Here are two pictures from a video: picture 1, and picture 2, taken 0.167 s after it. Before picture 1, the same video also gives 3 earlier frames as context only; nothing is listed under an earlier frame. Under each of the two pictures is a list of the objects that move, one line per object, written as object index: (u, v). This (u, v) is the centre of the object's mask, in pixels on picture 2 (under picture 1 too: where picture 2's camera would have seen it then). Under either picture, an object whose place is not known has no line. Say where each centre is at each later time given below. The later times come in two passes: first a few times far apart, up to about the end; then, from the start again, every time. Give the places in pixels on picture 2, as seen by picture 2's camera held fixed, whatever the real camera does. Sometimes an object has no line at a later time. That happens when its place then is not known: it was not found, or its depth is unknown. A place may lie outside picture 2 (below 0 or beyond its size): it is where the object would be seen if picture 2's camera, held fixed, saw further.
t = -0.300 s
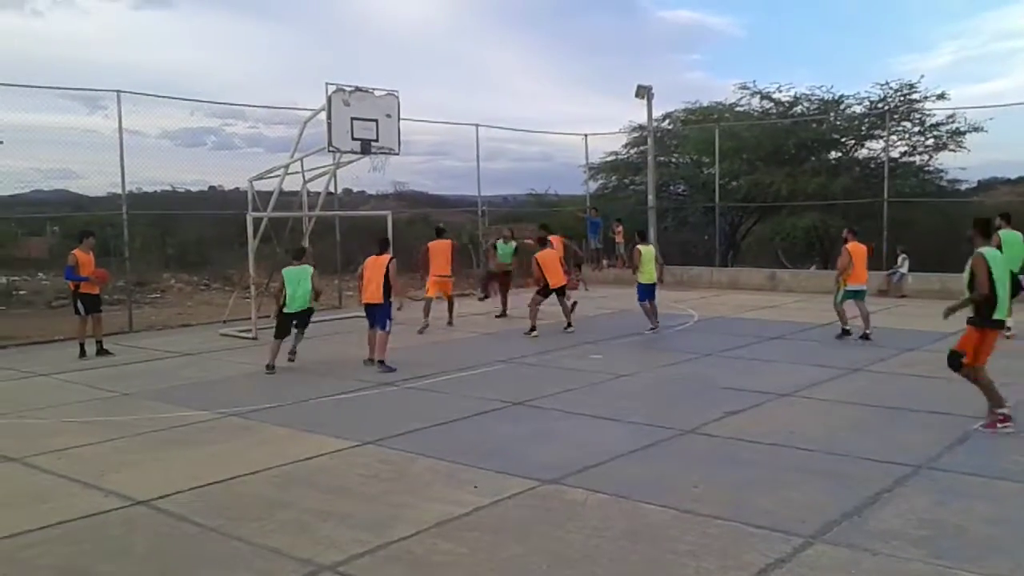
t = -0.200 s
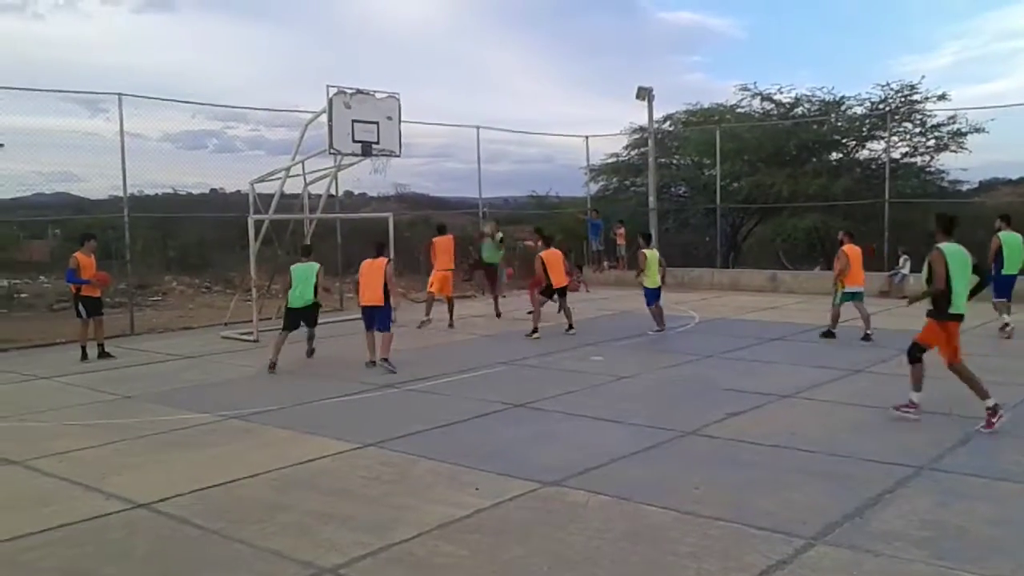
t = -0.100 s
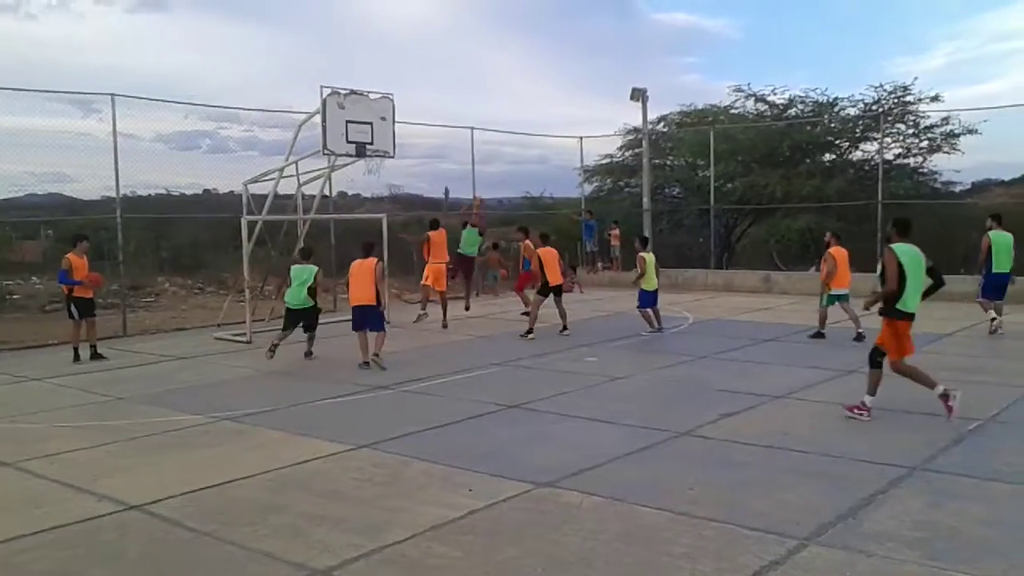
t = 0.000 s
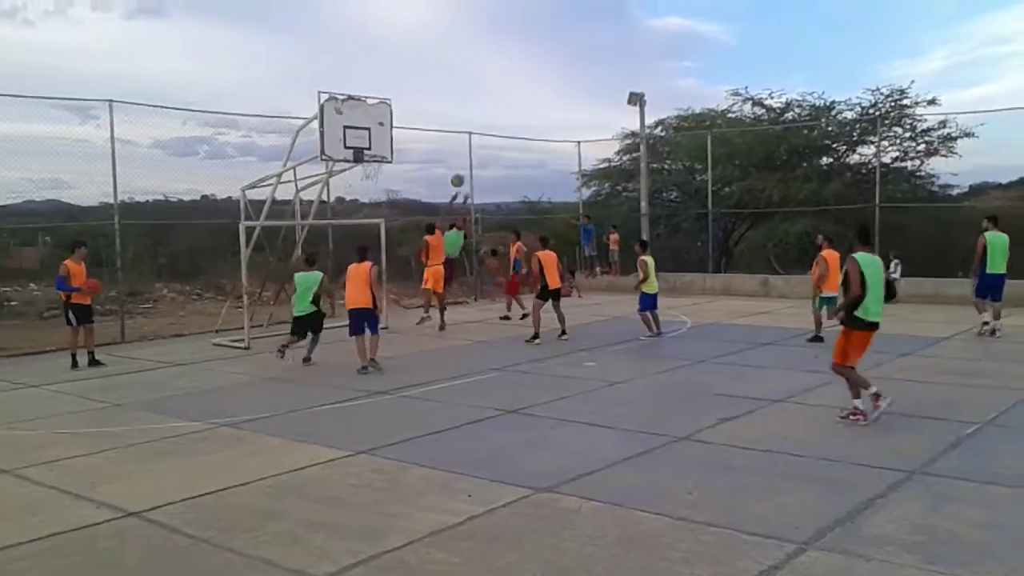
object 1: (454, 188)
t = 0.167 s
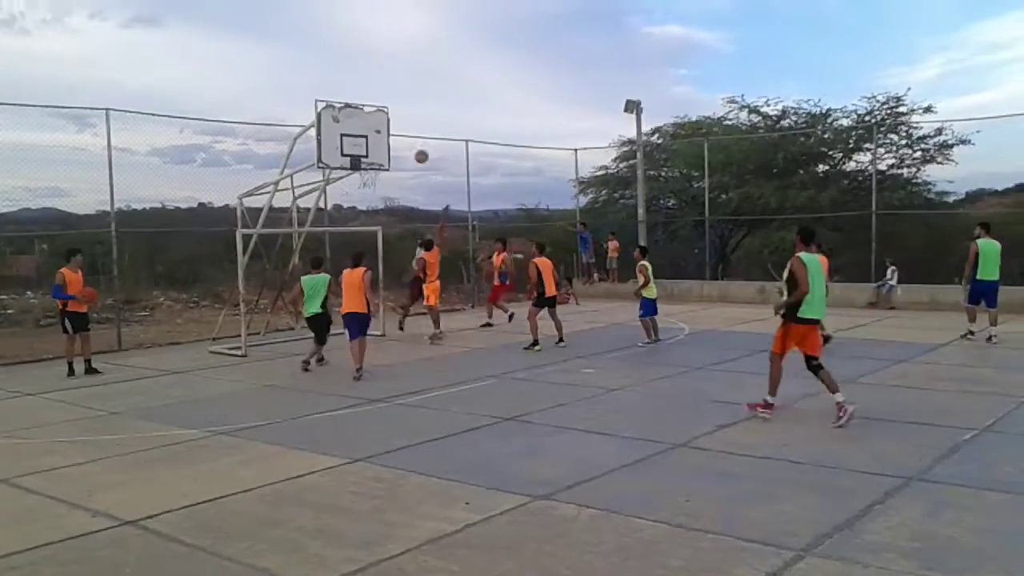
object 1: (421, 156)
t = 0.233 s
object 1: (407, 147)
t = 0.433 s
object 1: (415, 141)
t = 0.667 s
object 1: (454, 164)
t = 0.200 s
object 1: (414, 151)
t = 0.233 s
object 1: (407, 147)
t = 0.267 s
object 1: (400, 144)
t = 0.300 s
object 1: (395, 141)
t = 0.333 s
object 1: (398, 140)
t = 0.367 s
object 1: (404, 140)
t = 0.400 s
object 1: (409, 140)
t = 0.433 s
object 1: (415, 141)
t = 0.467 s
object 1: (421, 142)
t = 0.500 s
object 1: (426, 145)
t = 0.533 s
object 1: (432, 147)
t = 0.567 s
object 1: (438, 151)
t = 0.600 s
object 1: (443, 154)
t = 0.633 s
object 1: (449, 159)
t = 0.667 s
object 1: (454, 164)
